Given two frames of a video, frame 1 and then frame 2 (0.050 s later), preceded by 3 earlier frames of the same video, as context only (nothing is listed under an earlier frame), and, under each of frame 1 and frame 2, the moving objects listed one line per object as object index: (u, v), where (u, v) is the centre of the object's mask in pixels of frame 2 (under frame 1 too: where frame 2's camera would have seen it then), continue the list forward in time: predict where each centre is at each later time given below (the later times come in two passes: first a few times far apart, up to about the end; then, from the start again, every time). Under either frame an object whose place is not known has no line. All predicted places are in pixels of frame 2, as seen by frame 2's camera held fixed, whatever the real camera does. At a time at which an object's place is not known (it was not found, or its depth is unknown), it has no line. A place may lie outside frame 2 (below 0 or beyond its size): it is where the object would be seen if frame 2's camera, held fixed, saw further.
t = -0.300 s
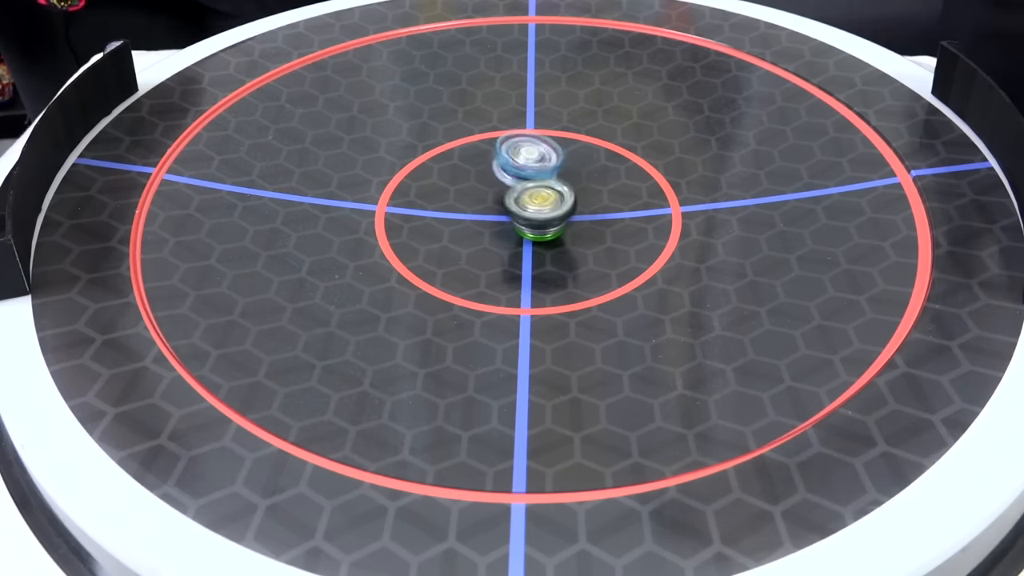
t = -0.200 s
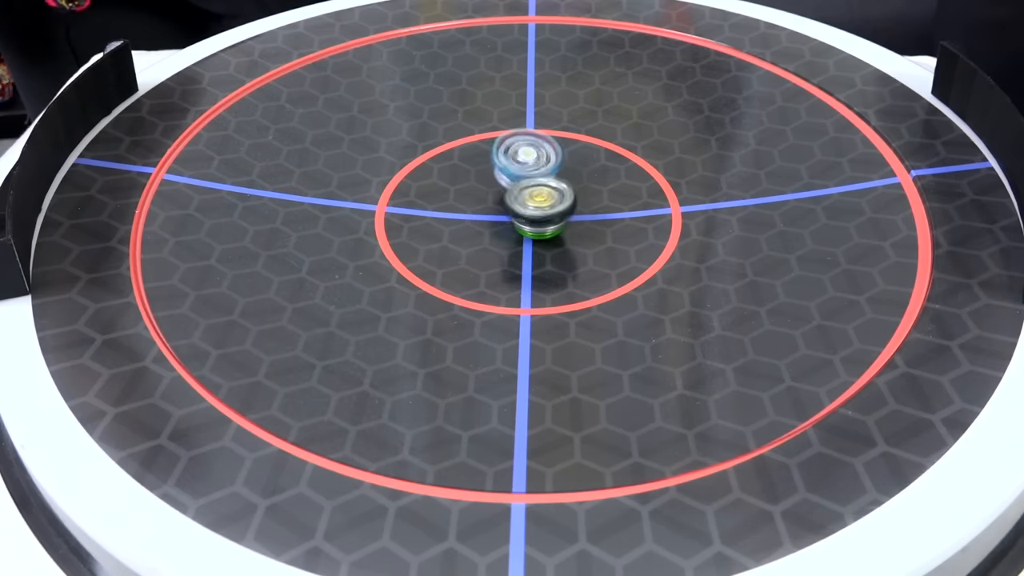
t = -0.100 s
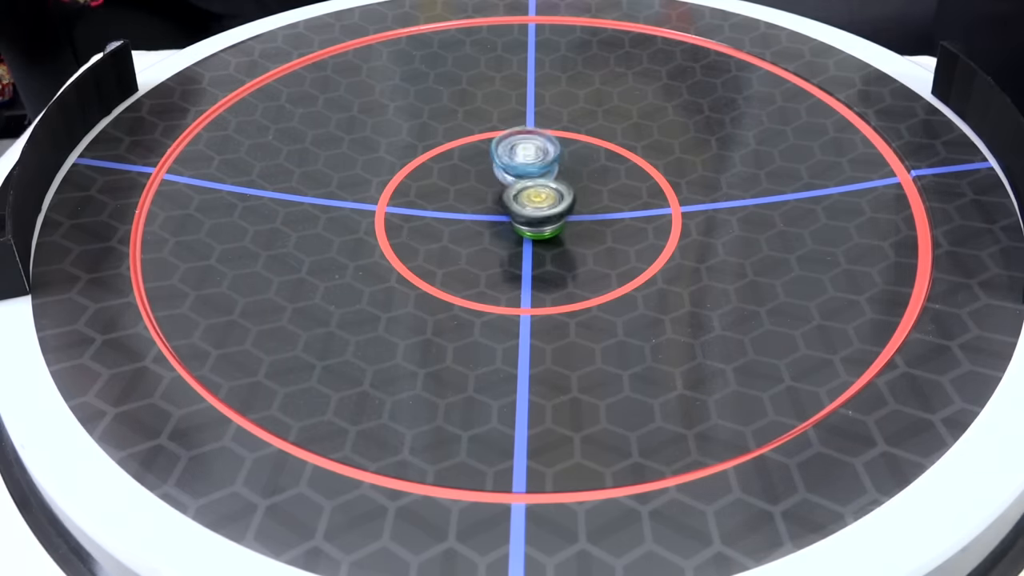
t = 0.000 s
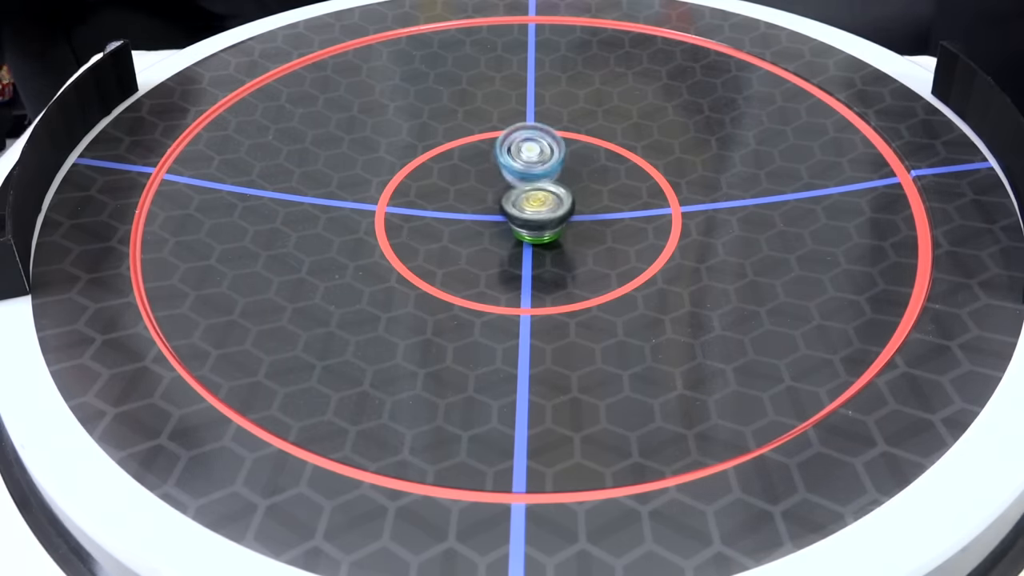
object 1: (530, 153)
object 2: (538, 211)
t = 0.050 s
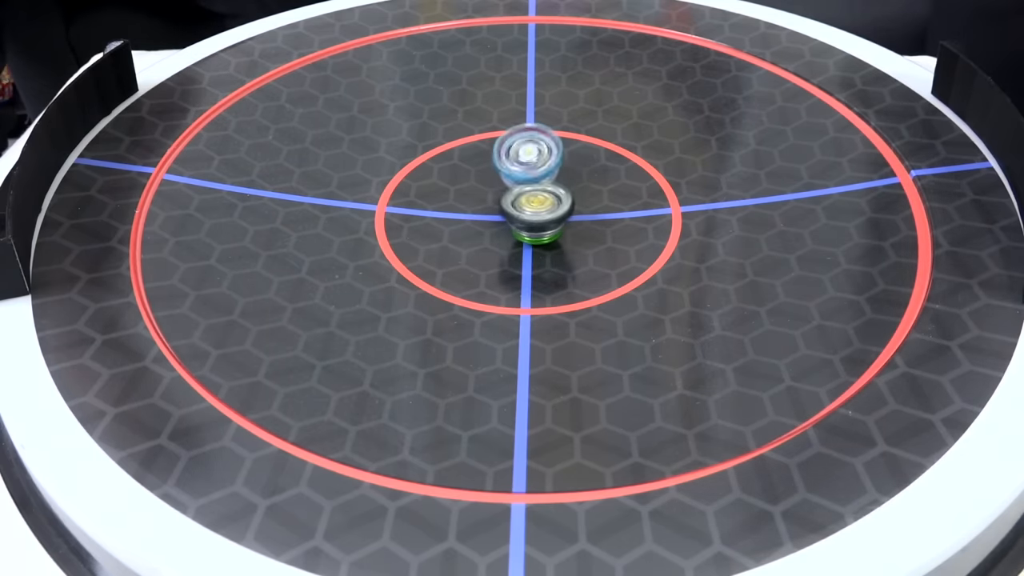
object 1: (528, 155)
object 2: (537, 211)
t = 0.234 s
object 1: (524, 158)
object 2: (533, 211)
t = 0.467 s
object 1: (523, 155)
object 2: (527, 205)
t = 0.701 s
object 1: (528, 154)
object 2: (528, 205)
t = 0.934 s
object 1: (555, 159)
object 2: (513, 218)
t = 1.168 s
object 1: (546, 184)
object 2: (497, 217)
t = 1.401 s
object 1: (556, 188)
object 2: (485, 209)
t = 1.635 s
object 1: (578, 194)
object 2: (470, 197)
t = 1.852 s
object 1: (559, 200)
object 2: (483, 186)
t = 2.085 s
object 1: (555, 204)
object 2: (496, 180)
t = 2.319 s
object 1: (596, 196)
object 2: (514, 177)
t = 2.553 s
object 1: (587, 183)
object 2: (523, 188)
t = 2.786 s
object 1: (579, 184)
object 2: (505, 192)
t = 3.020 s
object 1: (571, 188)
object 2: (488, 183)
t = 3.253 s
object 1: (564, 190)
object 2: (495, 172)
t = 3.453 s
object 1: (561, 196)
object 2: (509, 172)
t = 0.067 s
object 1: (526, 155)
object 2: (537, 212)
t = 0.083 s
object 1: (526, 155)
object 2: (536, 212)
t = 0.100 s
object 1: (524, 156)
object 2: (535, 212)
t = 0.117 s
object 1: (524, 157)
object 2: (535, 211)
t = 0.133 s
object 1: (523, 158)
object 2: (536, 212)
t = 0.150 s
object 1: (523, 158)
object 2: (535, 211)
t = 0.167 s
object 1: (524, 158)
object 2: (534, 212)
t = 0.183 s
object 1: (524, 159)
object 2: (534, 212)
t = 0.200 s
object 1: (524, 159)
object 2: (534, 212)
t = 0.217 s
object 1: (524, 158)
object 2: (534, 211)
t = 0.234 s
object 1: (524, 158)
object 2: (533, 211)
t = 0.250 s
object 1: (525, 159)
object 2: (533, 210)
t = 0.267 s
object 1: (525, 159)
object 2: (533, 210)
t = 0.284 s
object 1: (525, 159)
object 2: (532, 210)
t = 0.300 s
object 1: (524, 159)
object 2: (532, 210)
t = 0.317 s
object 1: (523, 159)
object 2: (531, 210)
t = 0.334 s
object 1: (523, 159)
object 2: (531, 209)
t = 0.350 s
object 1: (523, 158)
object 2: (531, 209)
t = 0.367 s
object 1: (523, 158)
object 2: (529, 208)
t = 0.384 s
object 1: (523, 159)
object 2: (529, 208)
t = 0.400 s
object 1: (523, 158)
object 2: (529, 208)
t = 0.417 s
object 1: (523, 156)
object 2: (528, 207)
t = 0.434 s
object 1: (523, 156)
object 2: (528, 206)
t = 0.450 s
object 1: (523, 156)
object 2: (528, 206)
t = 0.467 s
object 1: (523, 155)
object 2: (527, 205)
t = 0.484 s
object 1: (523, 155)
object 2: (527, 205)
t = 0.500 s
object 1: (523, 154)
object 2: (526, 204)
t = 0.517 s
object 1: (524, 154)
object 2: (527, 205)
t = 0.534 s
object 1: (524, 154)
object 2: (526, 205)
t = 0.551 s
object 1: (525, 153)
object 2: (526, 205)
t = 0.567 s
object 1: (527, 154)
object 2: (526, 205)
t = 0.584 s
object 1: (527, 154)
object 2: (527, 205)
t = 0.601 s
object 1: (527, 153)
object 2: (527, 205)
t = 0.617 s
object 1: (527, 154)
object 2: (528, 205)
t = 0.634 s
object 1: (527, 154)
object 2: (528, 205)
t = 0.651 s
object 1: (527, 154)
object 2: (528, 205)
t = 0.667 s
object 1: (527, 154)
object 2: (529, 205)
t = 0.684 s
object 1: (528, 154)
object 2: (527, 205)
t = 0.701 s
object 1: (528, 154)
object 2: (528, 205)
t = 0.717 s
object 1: (528, 155)
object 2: (528, 205)
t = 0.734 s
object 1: (532, 153)
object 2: (526, 206)
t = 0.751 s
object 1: (535, 153)
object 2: (523, 209)
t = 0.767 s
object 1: (537, 153)
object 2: (522, 211)
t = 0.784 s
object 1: (542, 152)
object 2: (519, 212)
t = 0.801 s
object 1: (545, 152)
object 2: (518, 213)
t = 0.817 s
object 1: (548, 152)
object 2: (519, 215)
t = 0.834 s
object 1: (549, 153)
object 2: (518, 215)
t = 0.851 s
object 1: (552, 153)
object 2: (517, 216)
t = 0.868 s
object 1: (553, 153)
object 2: (516, 217)
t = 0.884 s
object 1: (553, 154)
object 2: (516, 217)
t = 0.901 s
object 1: (554, 155)
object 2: (515, 217)
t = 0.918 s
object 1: (556, 157)
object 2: (514, 218)
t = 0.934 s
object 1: (555, 159)
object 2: (513, 218)
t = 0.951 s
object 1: (556, 160)
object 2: (511, 218)
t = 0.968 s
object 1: (556, 161)
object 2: (510, 218)
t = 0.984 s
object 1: (556, 163)
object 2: (510, 219)
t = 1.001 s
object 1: (555, 165)
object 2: (508, 219)
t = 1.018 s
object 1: (555, 167)
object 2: (507, 219)
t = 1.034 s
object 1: (555, 169)
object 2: (505, 219)
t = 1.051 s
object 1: (555, 171)
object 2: (505, 219)
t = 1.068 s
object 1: (554, 174)
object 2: (503, 218)
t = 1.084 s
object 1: (552, 176)
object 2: (502, 219)
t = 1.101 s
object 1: (551, 177)
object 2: (502, 218)
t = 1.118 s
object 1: (549, 179)
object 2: (501, 217)
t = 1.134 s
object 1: (548, 181)
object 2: (500, 217)
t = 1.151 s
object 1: (547, 183)
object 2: (499, 217)
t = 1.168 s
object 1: (546, 184)
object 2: (497, 217)
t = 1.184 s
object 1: (544, 184)
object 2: (494, 217)
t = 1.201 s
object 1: (545, 184)
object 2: (492, 218)
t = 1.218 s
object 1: (547, 185)
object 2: (492, 217)
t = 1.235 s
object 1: (548, 185)
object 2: (491, 217)
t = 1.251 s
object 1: (549, 185)
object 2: (490, 217)
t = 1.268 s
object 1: (551, 186)
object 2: (490, 216)
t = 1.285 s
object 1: (552, 186)
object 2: (489, 215)
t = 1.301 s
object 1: (554, 187)
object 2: (488, 215)
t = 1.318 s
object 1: (555, 188)
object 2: (488, 213)
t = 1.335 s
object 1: (554, 187)
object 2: (488, 212)
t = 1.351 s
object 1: (554, 187)
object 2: (486, 212)
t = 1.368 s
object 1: (555, 187)
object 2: (486, 211)
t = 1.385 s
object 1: (556, 188)
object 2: (485, 210)
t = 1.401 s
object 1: (556, 188)
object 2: (485, 209)
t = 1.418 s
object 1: (555, 188)
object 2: (485, 209)
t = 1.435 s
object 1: (556, 187)
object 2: (485, 208)
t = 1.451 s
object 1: (556, 187)
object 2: (484, 207)
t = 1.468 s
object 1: (557, 188)
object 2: (485, 206)
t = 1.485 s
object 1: (556, 188)
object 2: (486, 205)
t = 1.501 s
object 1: (556, 189)
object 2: (485, 204)
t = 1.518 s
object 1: (556, 189)
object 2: (486, 203)
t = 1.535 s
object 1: (558, 190)
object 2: (483, 202)
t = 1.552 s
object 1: (563, 191)
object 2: (479, 201)
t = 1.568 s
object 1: (568, 192)
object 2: (477, 200)
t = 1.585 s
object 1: (571, 192)
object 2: (474, 200)
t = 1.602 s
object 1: (574, 193)
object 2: (473, 199)
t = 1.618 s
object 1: (576, 193)
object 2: (472, 198)
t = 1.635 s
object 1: (578, 194)
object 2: (470, 197)
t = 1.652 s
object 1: (578, 195)
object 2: (472, 197)
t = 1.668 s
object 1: (579, 196)
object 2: (471, 195)
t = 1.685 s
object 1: (578, 197)
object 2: (471, 195)
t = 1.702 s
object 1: (576, 198)
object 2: (473, 194)
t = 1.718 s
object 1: (575, 198)
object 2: (473, 193)
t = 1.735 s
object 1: (574, 199)
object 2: (473, 192)
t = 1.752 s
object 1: (572, 199)
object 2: (475, 191)
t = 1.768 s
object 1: (571, 200)
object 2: (475, 190)
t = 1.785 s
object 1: (568, 200)
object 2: (477, 190)
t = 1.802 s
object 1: (566, 201)
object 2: (479, 188)
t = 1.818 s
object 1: (563, 201)
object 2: (479, 188)
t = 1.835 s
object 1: (561, 200)
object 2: (481, 187)
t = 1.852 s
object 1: (559, 200)
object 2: (483, 186)
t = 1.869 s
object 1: (556, 199)
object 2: (484, 186)
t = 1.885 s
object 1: (555, 199)
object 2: (485, 185)
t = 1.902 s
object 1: (554, 199)
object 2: (485, 184)
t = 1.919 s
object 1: (554, 198)
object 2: (487, 184)
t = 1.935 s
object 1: (554, 199)
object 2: (487, 183)
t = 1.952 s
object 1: (556, 200)
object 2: (487, 183)
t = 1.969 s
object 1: (556, 200)
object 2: (488, 182)
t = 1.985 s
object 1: (558, 201)
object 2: (488, 181)
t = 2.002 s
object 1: (558, 202)
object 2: (490, 181)
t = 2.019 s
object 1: (558, 202)
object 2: (492, 180)
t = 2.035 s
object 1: (560, 201)
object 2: (492, 181)
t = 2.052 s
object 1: (559, 202)
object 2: (494, 180)
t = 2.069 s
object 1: (559, 204)
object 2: (495, 180)
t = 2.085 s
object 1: (555, 204)
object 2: (496, 180)
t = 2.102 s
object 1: (555, 210)
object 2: (497, 178)
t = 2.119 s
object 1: (560, 210)
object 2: (496, 177)
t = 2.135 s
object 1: (568, 209)
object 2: (498, 177)
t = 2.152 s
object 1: (573, 208)
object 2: (498, 176)
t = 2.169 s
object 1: (575, 208)
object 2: (500, 176)
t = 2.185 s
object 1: (579, 207)
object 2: (502, 175)
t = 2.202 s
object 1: (583, 206)
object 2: (503, 176)
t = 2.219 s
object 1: (586, 204)
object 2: (505, 176)
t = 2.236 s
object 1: (589, 203)
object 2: (505, 176)
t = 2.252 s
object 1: (591, 201)
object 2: (508, 176)
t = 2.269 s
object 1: (593, 200)
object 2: (509, 176)
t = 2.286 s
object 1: (594, 199)
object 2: (511, 176)
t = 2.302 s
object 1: (595, 197)
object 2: (512, 176)
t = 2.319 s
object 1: (596, 196)
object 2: (514, 177)
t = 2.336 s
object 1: (597, 195)
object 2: (516, 177)
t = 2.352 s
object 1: (598, 194)
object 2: (516, 179)
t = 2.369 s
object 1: (598, 193)
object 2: (519, 179)
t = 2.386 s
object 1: (599, 193)
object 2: (518, 179)
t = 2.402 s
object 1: (599, 192)
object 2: (520, 181)
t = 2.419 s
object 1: (598, 191)
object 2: (521, 180)
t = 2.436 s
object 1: (597, 189)
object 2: (522, 182)
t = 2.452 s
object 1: (596, 188)
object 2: (524, 183)
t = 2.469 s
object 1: (594, 187)
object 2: (523, 184)
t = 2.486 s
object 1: (592, 186)
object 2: (525, 184)
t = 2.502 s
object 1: (590, 186)
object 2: (525, 185)
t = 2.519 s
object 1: (590, 185)
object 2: (525, 187)
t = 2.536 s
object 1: (588, 184)
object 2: (525, 187)
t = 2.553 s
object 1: (587, 183)
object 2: (523, 188)
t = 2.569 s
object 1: (587, 183)
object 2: (524, 188)
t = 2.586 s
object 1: (586, 183)
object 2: (523, 189)
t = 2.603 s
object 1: (587, 184)
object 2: (522, 190)
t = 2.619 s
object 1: (586, 184)
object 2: (520, 190)
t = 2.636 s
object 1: (586, 184)
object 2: (519, 191)
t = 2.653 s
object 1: (586, 184)
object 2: (518, 192)
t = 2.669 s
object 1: (585, 184)
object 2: (517, 192)
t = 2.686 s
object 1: (585, 184)
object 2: (516, 192)
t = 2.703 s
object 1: (584, 184)
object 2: (513, 193)
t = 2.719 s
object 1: (583, 184)
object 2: (512, 193)
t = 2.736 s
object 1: (582, 184)
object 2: (510, 192)
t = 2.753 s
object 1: (581, 184)
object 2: (508, 193)
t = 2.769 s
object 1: (580, 184)
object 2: (506, 192)
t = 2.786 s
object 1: (579, 184)
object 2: (505, 192)
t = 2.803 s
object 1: (578, 184)
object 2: (504, 191)
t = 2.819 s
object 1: (577, 184)
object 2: (502, 191)
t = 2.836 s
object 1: (575, 185)
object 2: (501, 190)
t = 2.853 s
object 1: (574, 185)
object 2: (499, 190)
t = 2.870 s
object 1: (572, 186)
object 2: (499, 189)
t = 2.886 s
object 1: (571, 186)
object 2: (497, 188)
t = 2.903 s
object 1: (569, 187)
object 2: (497, 188)
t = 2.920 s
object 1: (569, 187)
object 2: (495, 187)
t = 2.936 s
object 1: (570, 188)
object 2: (493, 187)
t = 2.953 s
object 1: (571, 189)
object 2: (491, 186)
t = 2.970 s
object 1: (571, 188)
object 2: (489, 186)
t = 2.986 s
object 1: (571, 188)
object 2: (488, 184)
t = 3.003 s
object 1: (571, 188)
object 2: (487, 184)
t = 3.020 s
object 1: (571, 188)
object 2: (488, 183)
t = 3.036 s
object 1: (570, 188)
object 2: (487, 182)
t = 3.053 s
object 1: (570, 188)
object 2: (487, 182)
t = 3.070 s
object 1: (570, 188)
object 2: (486, 180)
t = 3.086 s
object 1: (574, 188)
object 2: (487, 179)
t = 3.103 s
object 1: (573, 188)
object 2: (487, 178)
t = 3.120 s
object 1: (573, 189)
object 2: (488, 177)
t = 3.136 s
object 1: (572, 189)
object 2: (489, 176)
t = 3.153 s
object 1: (572, 189)
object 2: (489, 175)
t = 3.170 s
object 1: (571, 190)
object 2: (491, 174)
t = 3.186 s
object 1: (569, 190)
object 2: (491, 174)
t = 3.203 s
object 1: (568, 190)
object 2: (492, 173)
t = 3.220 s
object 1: (567, 190)
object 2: (492, 173)
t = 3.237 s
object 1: (565, 189)
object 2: (495, 172)
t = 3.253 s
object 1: (564, 190)
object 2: (495, 172)
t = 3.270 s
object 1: (562, 191)
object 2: (498, 172)
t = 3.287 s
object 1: (560, 192)
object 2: (498, 172)
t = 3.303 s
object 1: (559, 193)
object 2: (501, 172)
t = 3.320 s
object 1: (558, 194)
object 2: (501, 172)
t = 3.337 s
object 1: (558, 195)
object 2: (504, 172)
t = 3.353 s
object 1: (559, 195)
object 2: (504, 172)
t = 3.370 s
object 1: (560, 196)
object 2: (506, 171)
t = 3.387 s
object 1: (560, 196)
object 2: (506, 172)
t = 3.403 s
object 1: (560, 196)
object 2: (508, 172)
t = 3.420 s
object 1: (560, 196)
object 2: (508, 172)
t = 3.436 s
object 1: (561, 196)
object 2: (509, 173)
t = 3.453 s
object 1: (561, 196)
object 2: (509, 172)
